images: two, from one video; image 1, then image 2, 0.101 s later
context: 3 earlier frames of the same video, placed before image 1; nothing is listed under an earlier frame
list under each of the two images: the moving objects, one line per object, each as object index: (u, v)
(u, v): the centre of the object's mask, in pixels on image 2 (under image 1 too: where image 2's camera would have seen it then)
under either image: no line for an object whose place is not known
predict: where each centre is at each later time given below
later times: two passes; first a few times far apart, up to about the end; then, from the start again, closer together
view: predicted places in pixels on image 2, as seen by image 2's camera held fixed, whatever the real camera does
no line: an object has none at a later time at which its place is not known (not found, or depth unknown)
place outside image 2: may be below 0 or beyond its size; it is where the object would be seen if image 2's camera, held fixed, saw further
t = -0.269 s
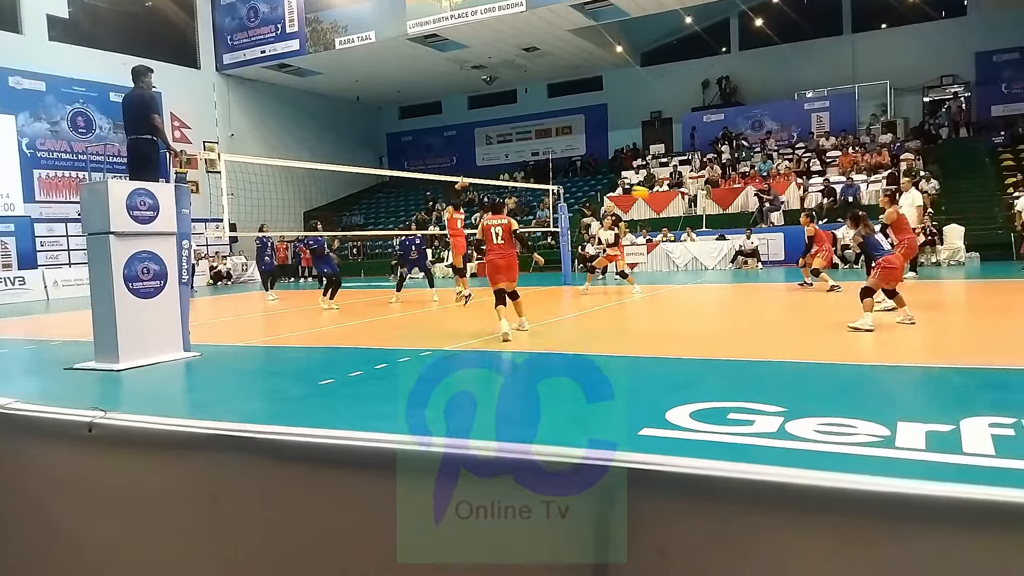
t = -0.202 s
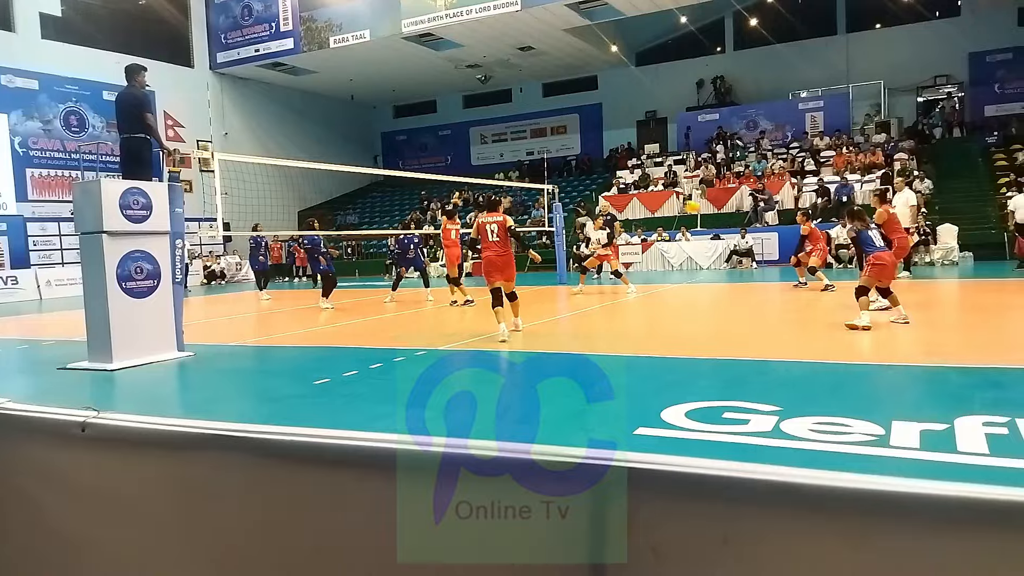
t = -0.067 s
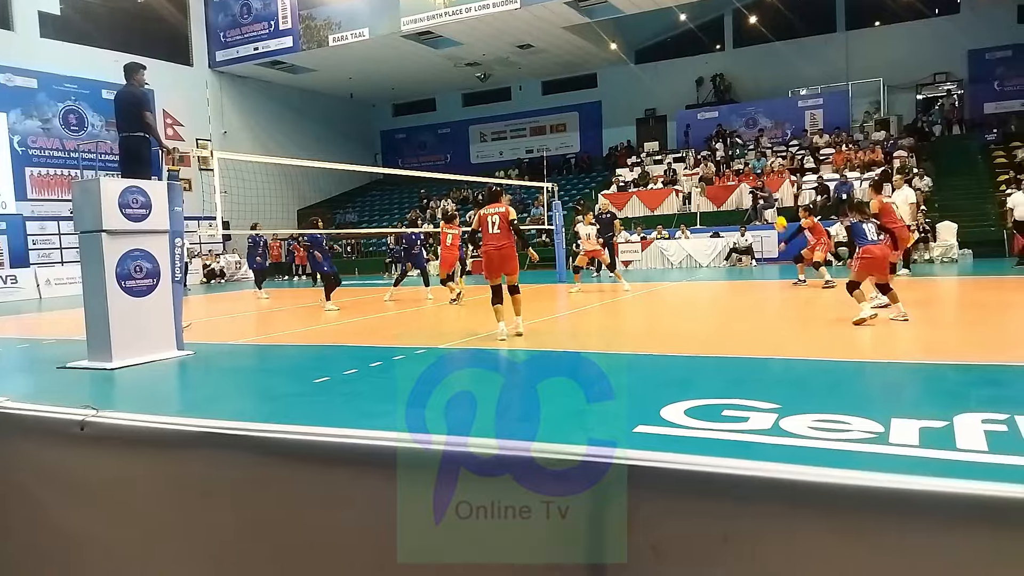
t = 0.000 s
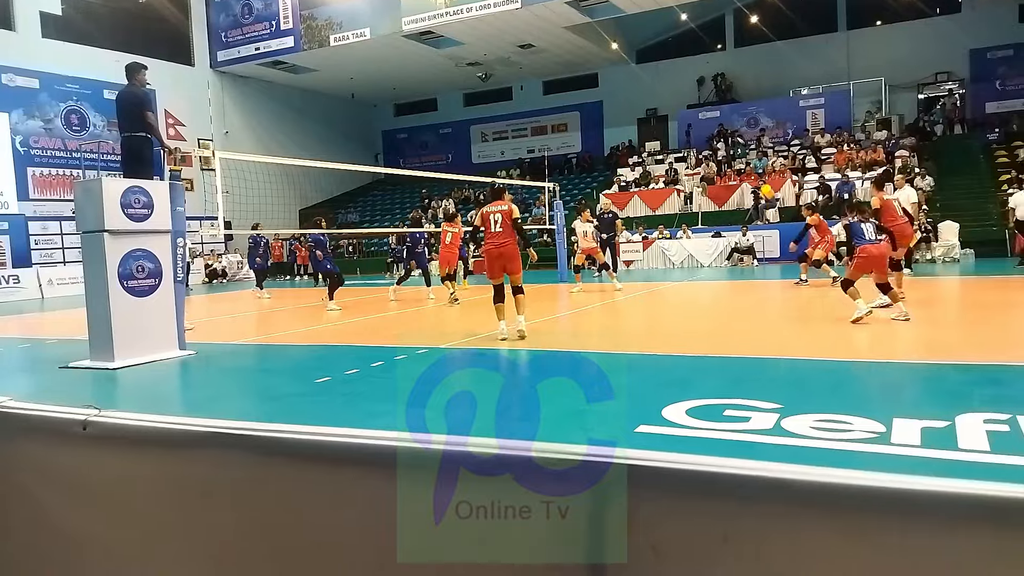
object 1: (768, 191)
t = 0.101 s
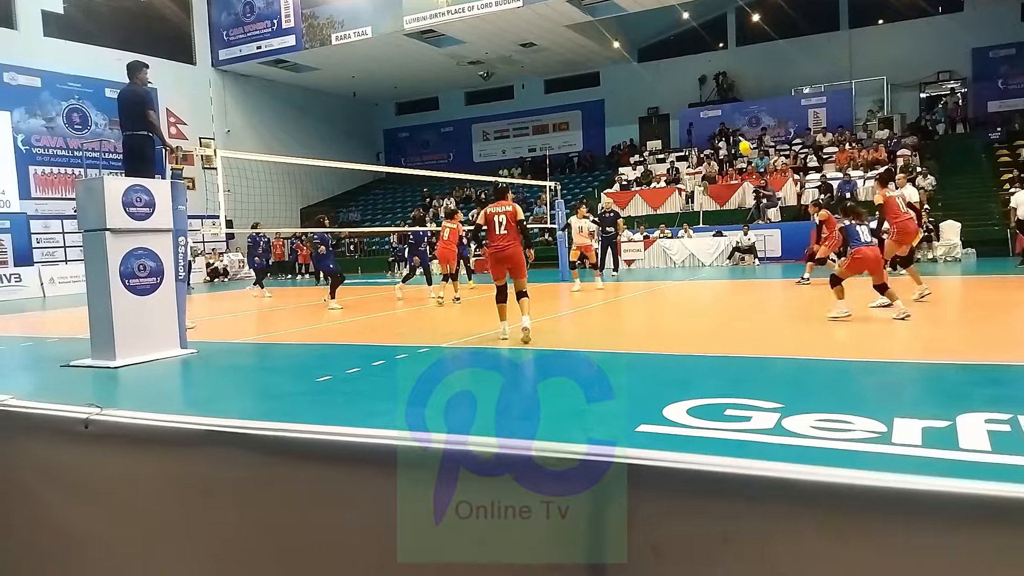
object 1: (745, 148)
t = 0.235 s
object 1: (716, 99)
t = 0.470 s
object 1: (668, 38)
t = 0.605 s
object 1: (642, 17)
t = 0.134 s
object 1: (738, 135)
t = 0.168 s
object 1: (730, 122)
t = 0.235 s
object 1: (716, 99)
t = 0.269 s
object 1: (709, 89)
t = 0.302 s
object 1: (702, 79)
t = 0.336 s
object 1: (695, 69)
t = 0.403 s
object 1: (682, 52)
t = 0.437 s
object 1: (675, 45)
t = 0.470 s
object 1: (668, 38)
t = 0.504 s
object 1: (661, 32)
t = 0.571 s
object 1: (648, 21)
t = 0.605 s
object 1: (642, 17)
